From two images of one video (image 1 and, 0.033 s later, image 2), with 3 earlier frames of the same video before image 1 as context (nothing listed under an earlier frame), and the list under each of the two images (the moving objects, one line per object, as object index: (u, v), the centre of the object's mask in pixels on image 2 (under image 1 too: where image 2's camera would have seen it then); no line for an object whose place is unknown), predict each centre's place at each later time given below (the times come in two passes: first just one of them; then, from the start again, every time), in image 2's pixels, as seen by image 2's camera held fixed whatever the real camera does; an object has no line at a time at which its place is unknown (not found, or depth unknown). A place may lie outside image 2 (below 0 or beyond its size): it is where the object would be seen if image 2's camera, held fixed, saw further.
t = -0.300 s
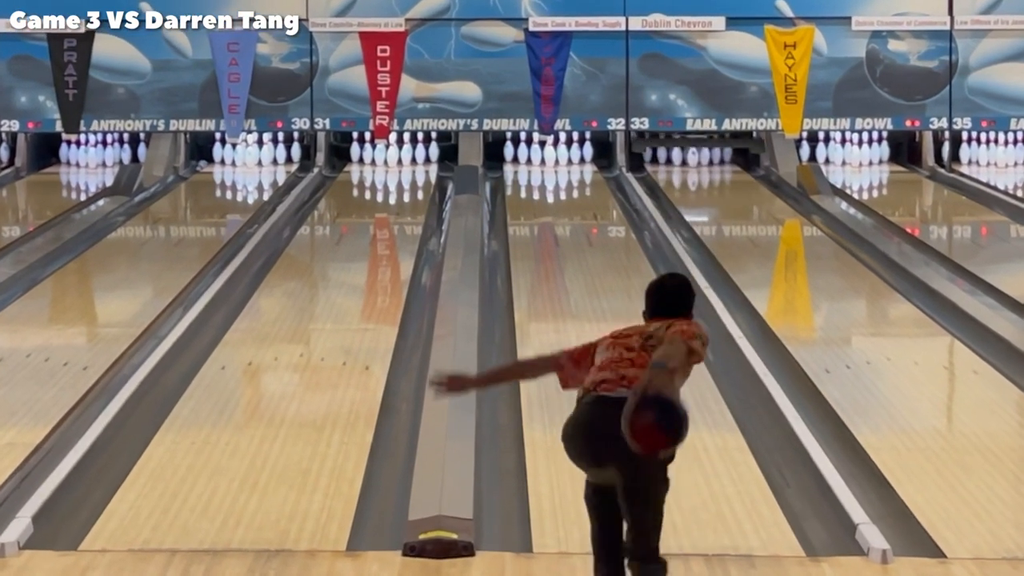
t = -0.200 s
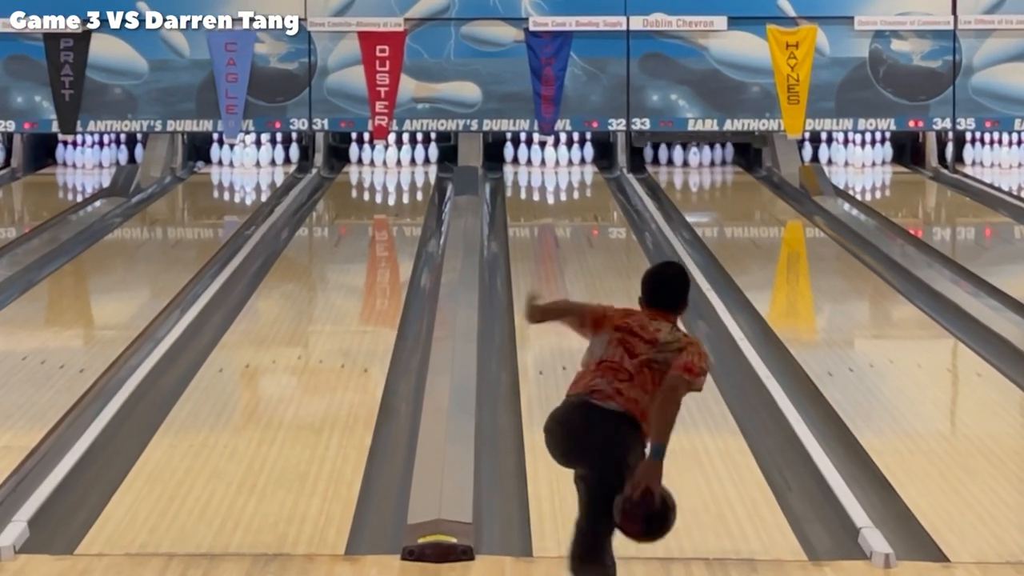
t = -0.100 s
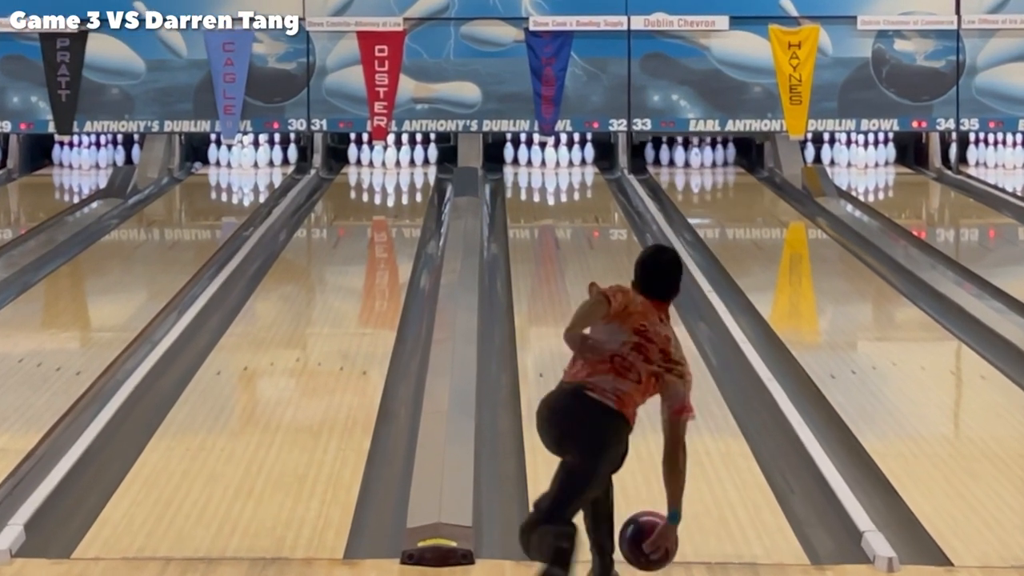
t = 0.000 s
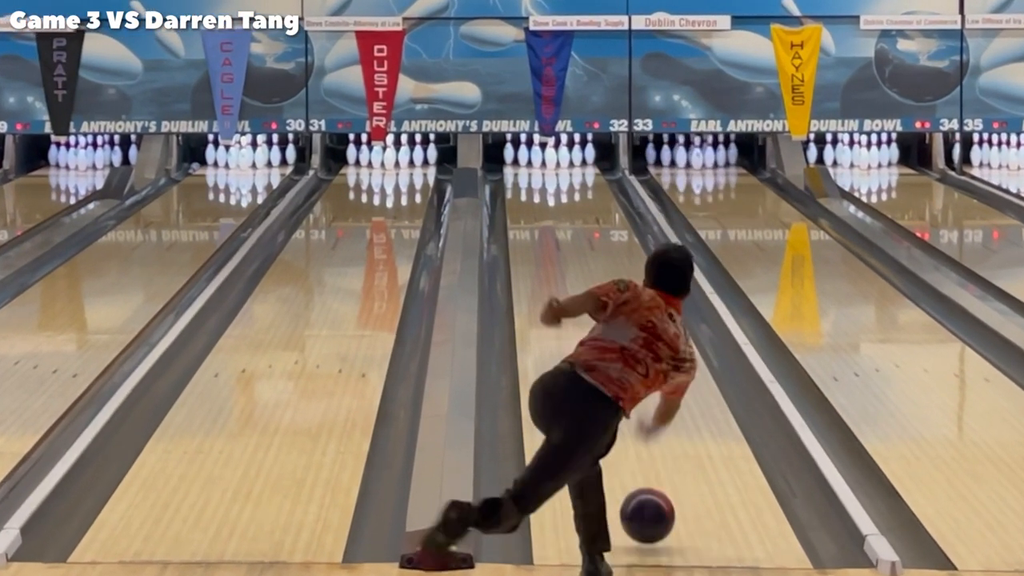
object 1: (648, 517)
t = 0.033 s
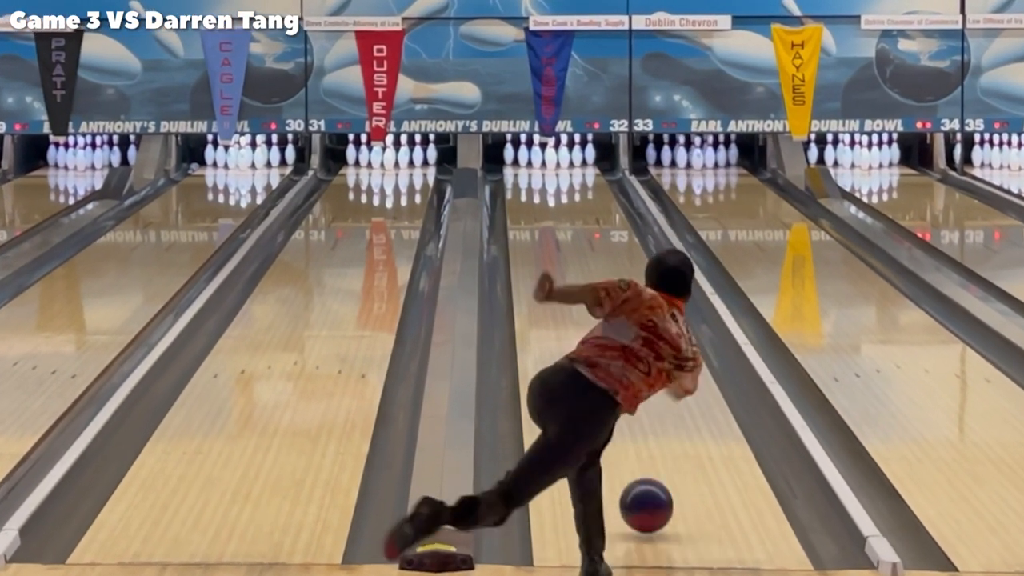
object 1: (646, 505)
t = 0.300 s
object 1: (636, 415)
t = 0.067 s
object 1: (645, 496)
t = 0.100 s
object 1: (643, 483)
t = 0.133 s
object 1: (642, 470)
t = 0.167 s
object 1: (641, 458)
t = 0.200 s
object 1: (639, 447)
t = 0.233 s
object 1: (638, 436)
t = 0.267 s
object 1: (637, 425)
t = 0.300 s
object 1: (636, 415)
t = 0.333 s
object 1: (635, 406)
